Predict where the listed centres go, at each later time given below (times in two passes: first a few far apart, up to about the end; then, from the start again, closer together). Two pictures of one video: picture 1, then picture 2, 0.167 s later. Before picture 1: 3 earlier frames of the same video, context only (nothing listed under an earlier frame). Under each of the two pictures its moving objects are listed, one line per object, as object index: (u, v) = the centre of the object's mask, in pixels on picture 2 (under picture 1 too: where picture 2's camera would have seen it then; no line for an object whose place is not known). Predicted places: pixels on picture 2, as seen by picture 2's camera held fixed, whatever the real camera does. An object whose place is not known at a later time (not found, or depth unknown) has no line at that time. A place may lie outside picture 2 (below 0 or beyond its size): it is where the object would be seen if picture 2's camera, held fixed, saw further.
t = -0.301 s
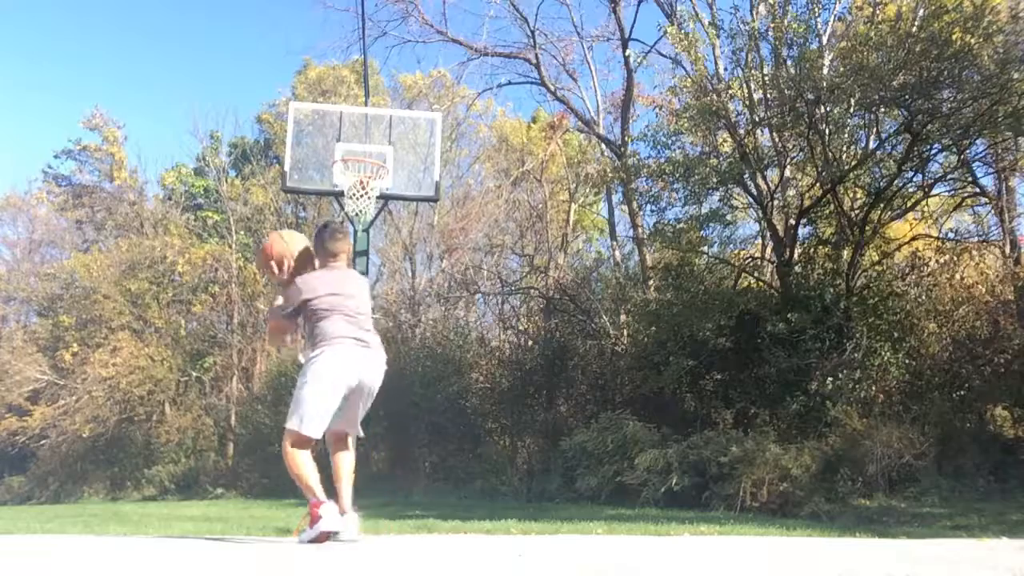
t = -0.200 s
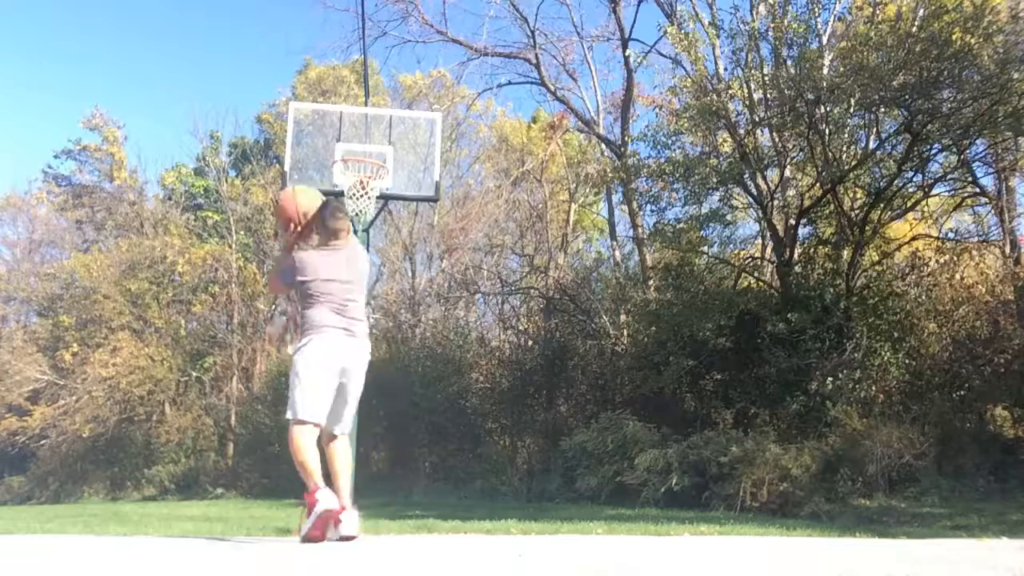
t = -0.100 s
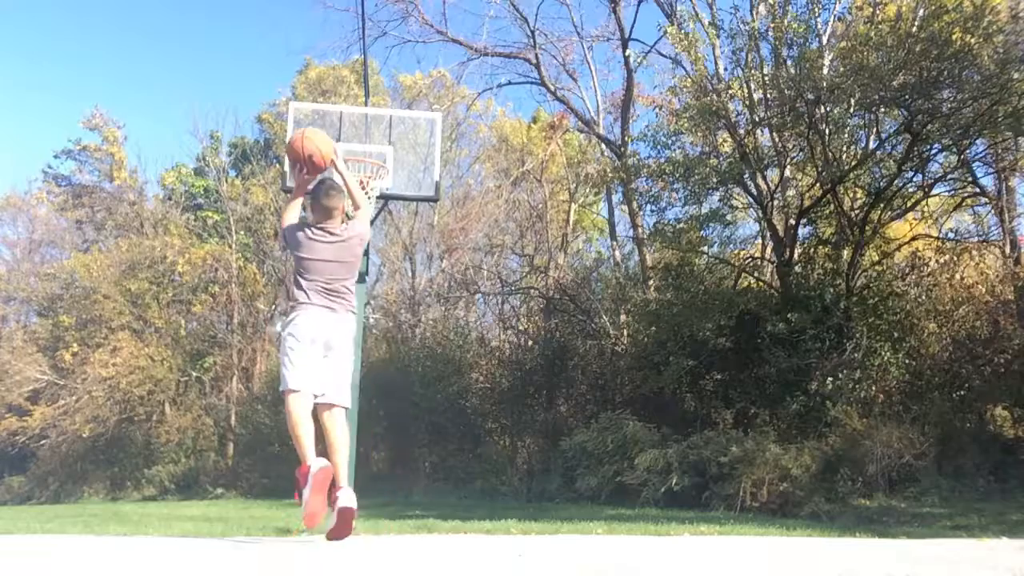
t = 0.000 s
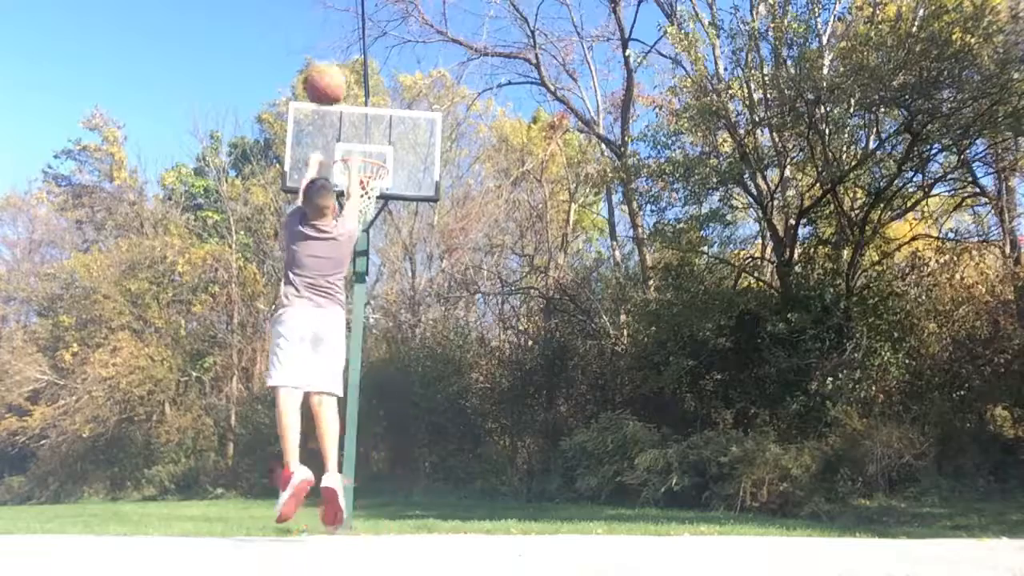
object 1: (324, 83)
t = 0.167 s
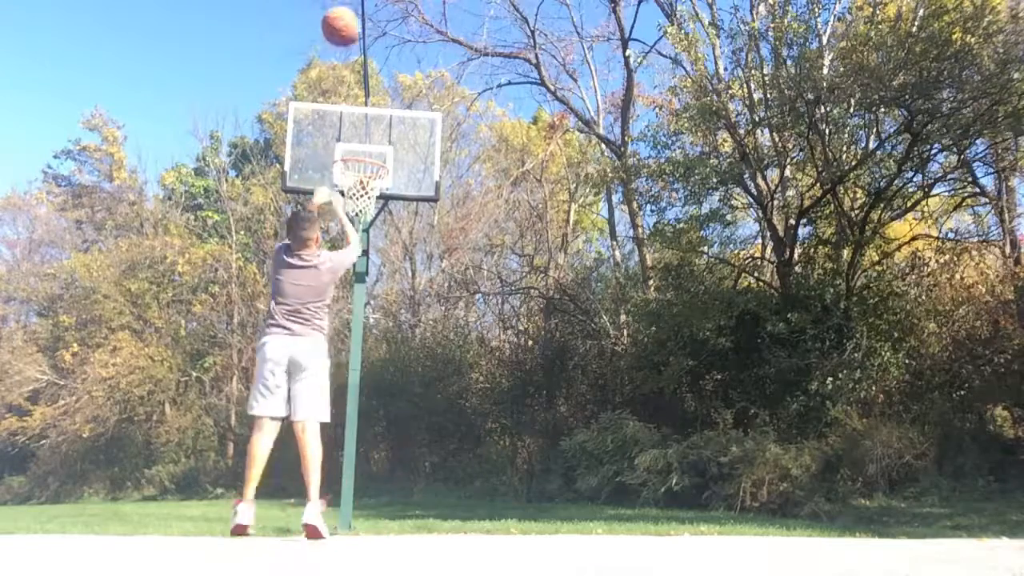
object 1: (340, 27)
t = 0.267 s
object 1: (347, 16)
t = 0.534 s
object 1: (357, 45)
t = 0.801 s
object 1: (358, 140)
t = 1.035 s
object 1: (354, 211)
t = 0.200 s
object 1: (342, 21)
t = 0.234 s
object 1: (345, 18)
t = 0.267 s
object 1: (347, 16)
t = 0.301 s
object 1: (349, 16)
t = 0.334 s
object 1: (350, 16)
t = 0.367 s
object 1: (352, 17)
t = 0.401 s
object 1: (353, 21)
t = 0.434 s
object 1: (354, 26)
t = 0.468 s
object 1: (355, 31)
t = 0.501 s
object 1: (356, 38)
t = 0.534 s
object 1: (357, 45)
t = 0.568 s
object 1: (357, 54)
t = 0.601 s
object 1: (358, 63)
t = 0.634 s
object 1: (358, 74)
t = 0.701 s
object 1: (358, 97)
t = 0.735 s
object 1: (359, 110)
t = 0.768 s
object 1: (358, 125)
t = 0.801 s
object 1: (358, 140)
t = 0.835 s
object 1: (357, 154)
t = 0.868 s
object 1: (358, 168)
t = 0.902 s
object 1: (360, 183)
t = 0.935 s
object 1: (359, 193)
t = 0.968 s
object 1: (359, 197)
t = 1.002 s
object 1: (358, 200)
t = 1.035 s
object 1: (354, 211)
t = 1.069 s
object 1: (352, 220)
